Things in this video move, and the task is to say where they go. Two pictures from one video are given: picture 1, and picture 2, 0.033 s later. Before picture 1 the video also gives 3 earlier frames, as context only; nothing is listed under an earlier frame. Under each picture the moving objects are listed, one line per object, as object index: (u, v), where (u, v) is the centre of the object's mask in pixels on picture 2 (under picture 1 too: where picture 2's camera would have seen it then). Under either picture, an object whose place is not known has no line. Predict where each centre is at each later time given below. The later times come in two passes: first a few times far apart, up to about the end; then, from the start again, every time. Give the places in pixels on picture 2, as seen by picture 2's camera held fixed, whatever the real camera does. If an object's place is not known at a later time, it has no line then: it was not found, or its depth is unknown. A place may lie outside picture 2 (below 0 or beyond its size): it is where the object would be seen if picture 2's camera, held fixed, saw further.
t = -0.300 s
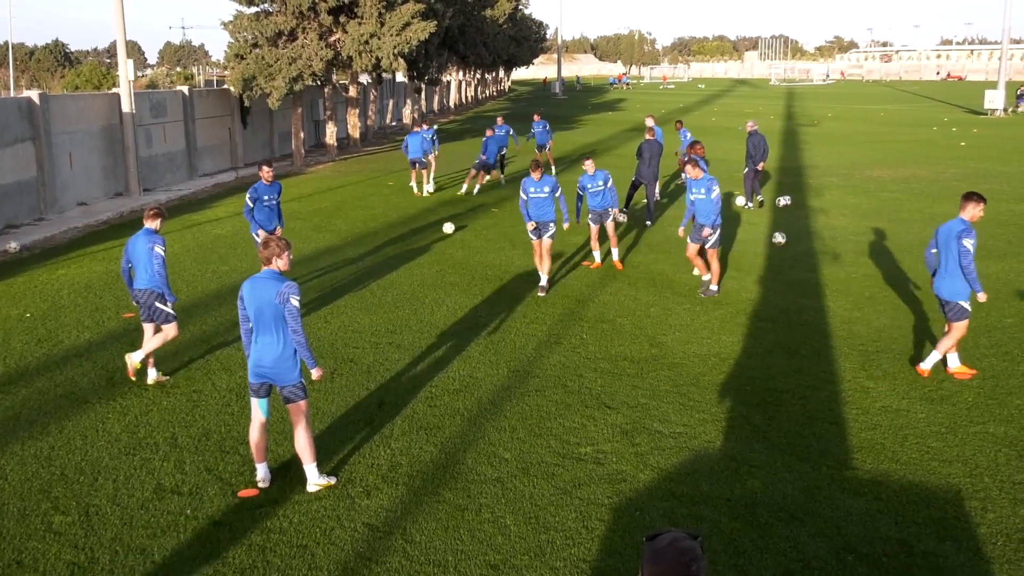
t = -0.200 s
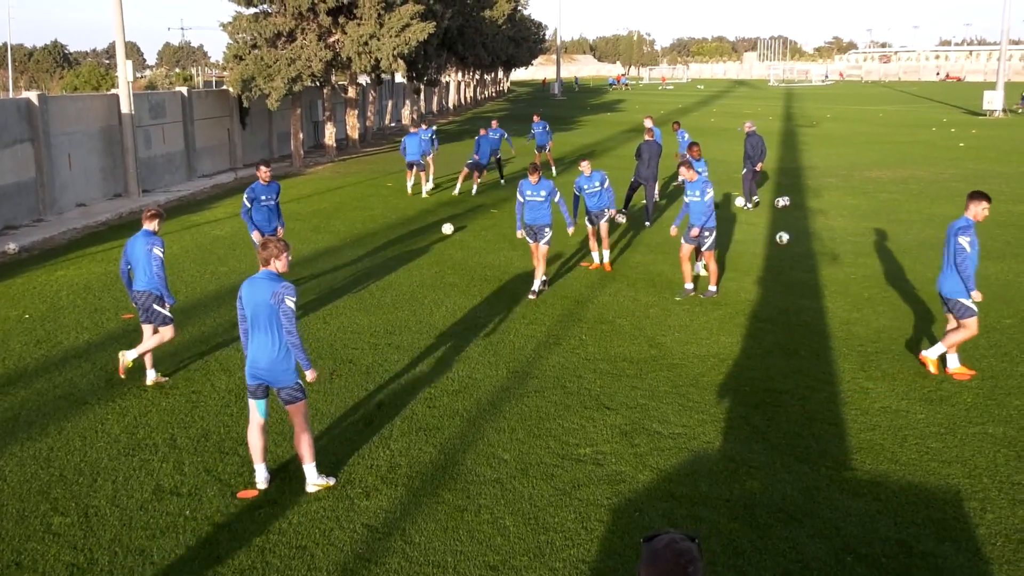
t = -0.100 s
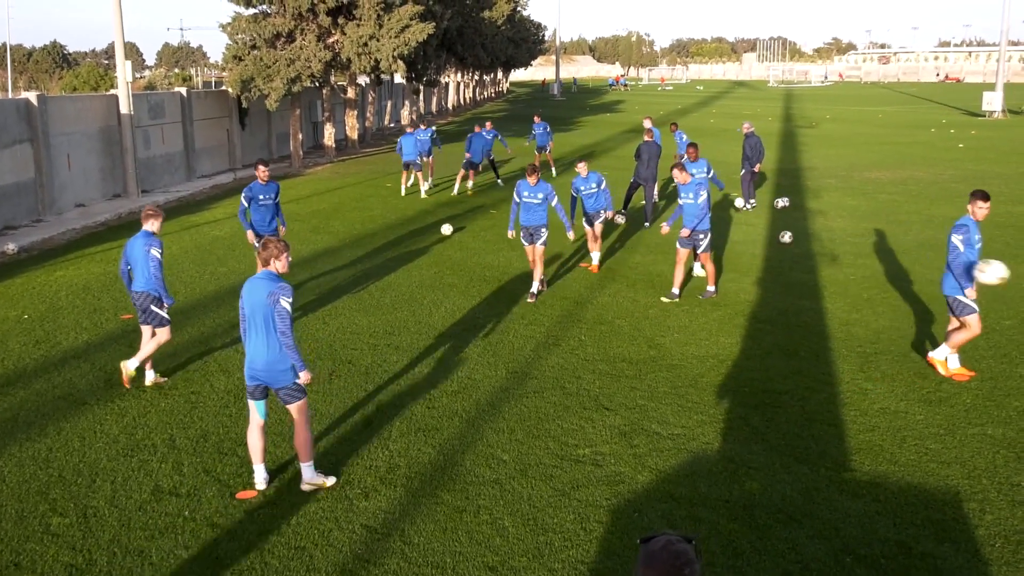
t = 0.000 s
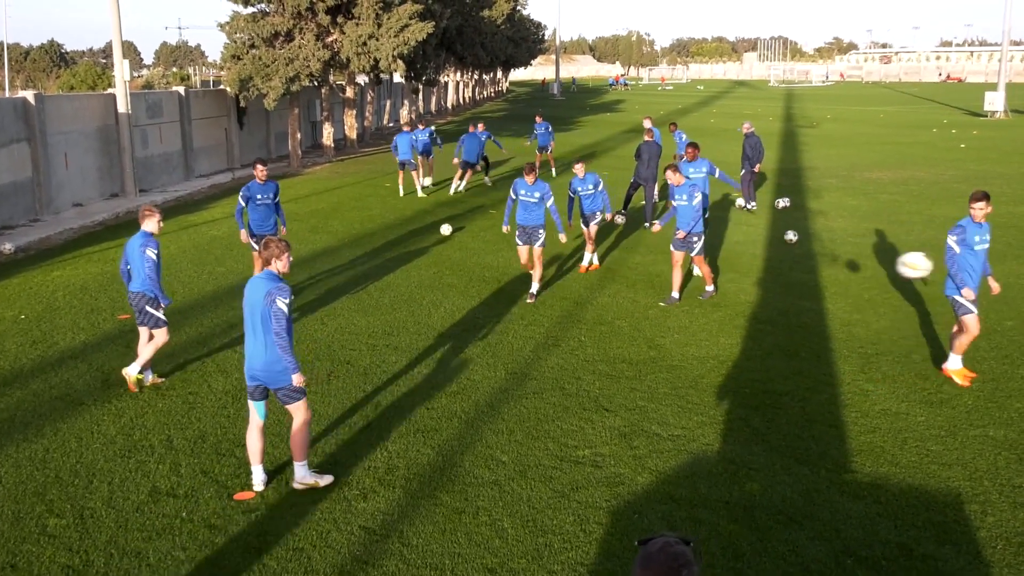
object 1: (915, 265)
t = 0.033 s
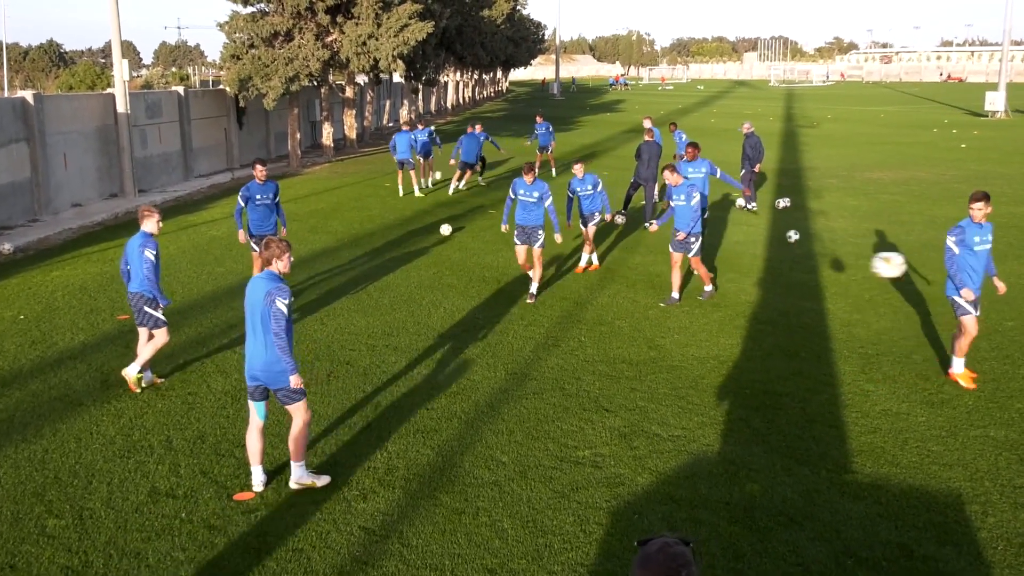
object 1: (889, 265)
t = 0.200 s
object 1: (750, 280)
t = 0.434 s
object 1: (551, 355)
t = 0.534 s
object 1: (466, 405)
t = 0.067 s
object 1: (863, 265)
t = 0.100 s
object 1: (834, 267)
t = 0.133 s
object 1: (805, 270)
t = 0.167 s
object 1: (779, 274)
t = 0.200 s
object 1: (750, 280)
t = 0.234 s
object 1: (721, 287)
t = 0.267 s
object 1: (695, 295)
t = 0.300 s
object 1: (666, 305)
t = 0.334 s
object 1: (637, 316)
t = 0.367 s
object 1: (608, 328)
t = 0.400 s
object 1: (580, 341)
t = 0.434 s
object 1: (551, 355)
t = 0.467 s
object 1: (523, 371)
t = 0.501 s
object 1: (495, 387)
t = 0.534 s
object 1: (466, 405)
